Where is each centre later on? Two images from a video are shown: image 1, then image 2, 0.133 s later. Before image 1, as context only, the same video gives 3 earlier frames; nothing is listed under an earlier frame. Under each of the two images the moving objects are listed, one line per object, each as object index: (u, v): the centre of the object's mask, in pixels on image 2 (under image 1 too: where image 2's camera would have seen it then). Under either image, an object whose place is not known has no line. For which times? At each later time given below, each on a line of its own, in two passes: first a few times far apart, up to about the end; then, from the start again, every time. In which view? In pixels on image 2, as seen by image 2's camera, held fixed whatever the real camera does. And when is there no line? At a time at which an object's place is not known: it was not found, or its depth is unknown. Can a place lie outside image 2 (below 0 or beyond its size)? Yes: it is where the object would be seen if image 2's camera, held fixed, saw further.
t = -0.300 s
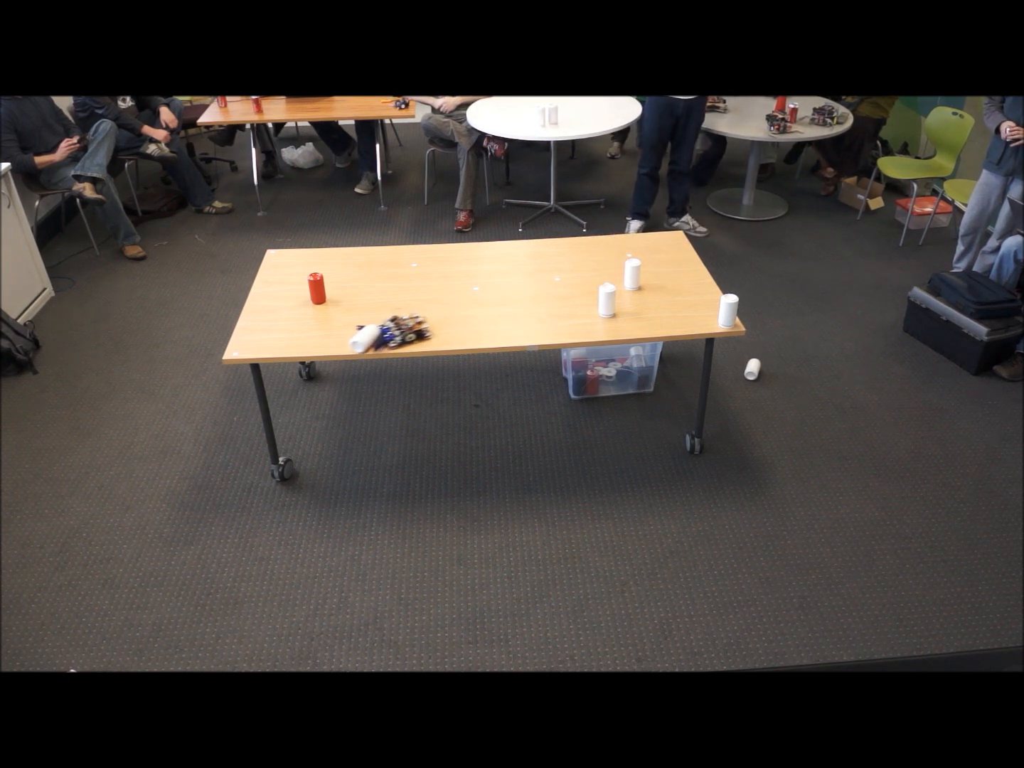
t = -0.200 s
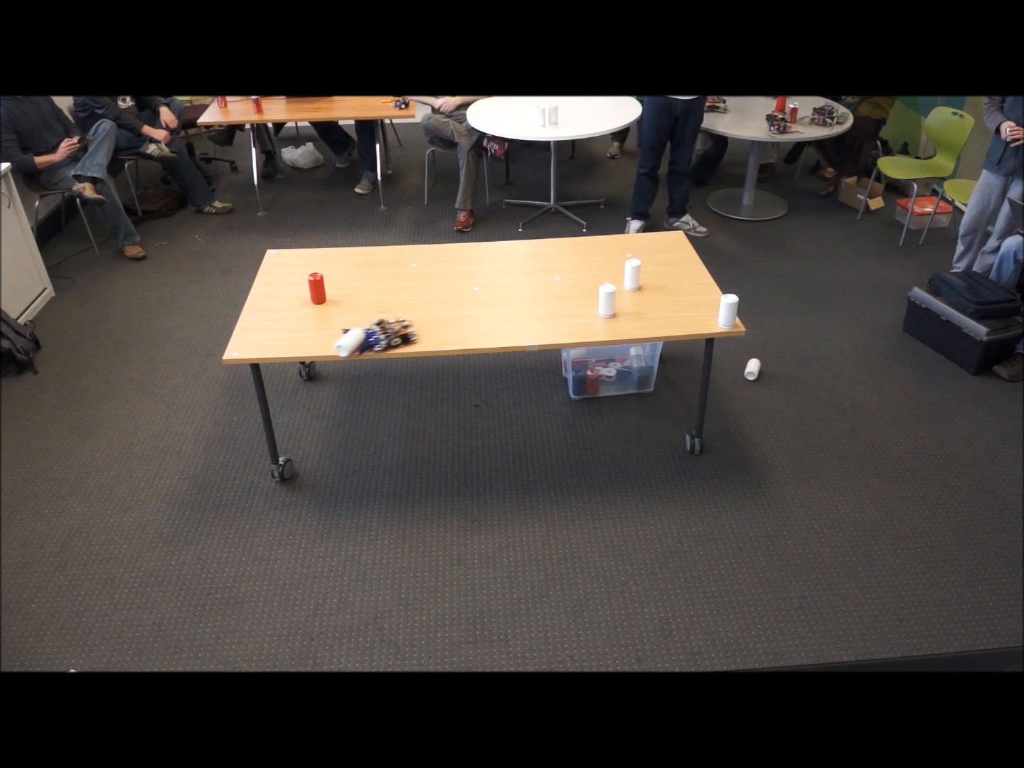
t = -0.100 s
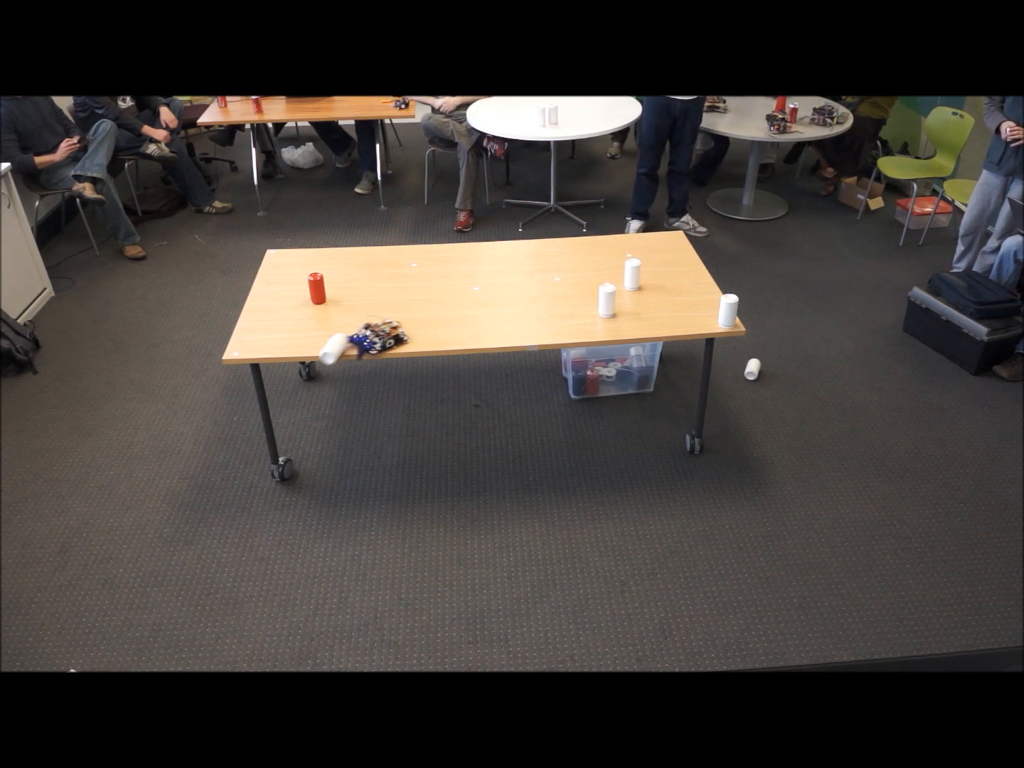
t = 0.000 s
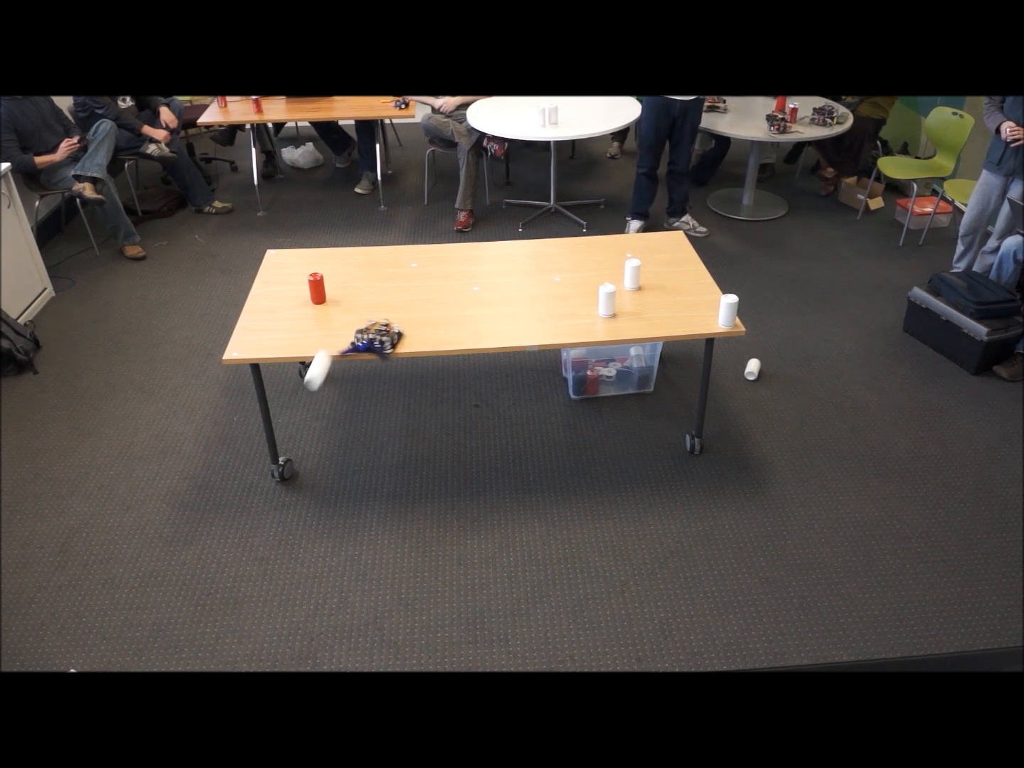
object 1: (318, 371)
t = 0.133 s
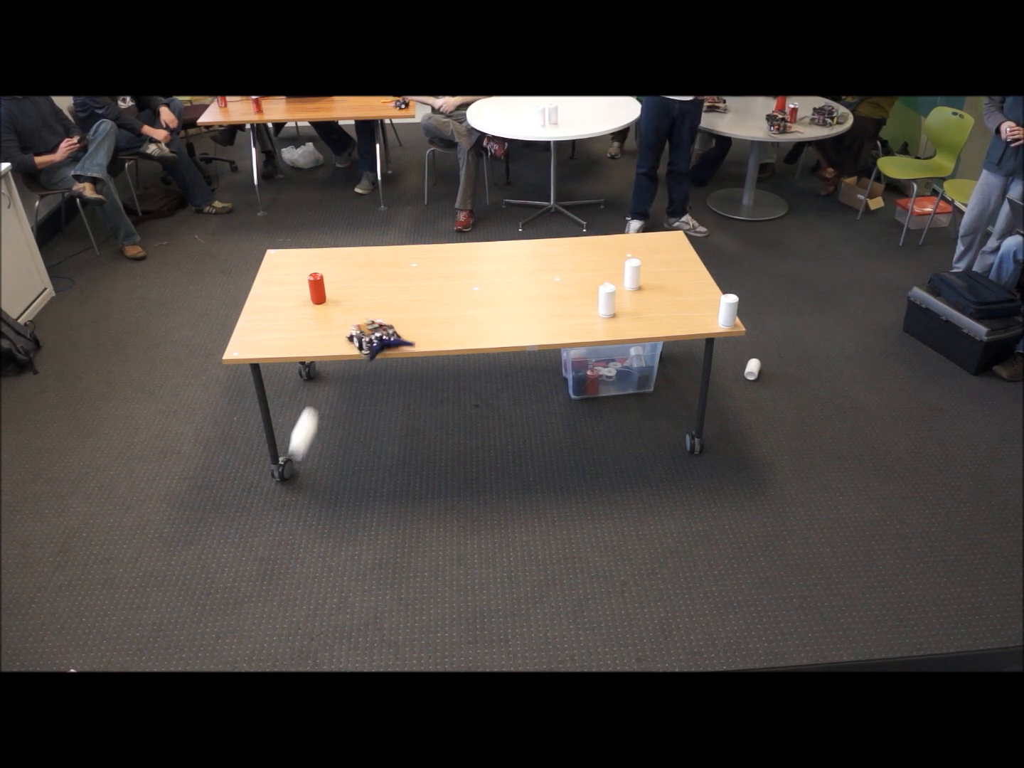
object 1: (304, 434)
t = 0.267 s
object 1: (296, 530)
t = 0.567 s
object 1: (319, 531)
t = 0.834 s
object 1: (341, 529)
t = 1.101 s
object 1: (348, 532)
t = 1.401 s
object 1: (354, 535)
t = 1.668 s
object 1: (357, 537)
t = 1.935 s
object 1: (357, 538)
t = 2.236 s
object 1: (357, 537)
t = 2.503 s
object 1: (356, 537)
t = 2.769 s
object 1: (356, 537)
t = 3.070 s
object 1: (356, 537)
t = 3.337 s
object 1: (356, 537)
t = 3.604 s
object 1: (356, 537)
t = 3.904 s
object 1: (356, 537)
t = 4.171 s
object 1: (356, 537)
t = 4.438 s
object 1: (356, 537)
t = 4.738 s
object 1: (356, 537)
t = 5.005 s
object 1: (356, 537)
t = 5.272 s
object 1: (356, 537)
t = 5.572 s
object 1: (356, 537)
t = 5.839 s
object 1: (356, 537)
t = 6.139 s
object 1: (356, 537)
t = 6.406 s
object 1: (356, 537)
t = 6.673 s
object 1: (356, 537)
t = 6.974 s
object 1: (356, 537)
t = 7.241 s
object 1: (356, 537)
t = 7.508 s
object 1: (357, 537)
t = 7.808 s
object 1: (357, 537)
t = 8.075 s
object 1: (357, 537)
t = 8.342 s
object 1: (356, 537)
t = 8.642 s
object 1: (357, 538)
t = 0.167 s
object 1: (301, 455)
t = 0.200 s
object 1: (299, 479)
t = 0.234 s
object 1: (298, 504)
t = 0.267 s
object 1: (296, 530)
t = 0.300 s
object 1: (296, 557)
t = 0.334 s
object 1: (295, 562)
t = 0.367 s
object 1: (297, 552)
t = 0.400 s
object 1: (300, 542)
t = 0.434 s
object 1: (303, 536)
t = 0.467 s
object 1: (307, 532)
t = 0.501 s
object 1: (310, 529)
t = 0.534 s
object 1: (315, 529)
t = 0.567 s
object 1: (319, 531)
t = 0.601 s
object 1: (323, 532)
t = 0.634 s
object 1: (325, 528)
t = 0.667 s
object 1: (327, 525)
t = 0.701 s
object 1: (330, 523)
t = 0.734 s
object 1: (334, 524)
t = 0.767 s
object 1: (337, 526)
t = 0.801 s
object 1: (340, 530)
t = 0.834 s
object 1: (341, 529)
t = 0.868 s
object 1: (342, 528)
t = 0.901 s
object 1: (342, 528)
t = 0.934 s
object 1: (343, 529)
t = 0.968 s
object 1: (343, 531)
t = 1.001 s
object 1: (345, 532)
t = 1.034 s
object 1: (346, 531)
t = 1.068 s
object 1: (347, 532)
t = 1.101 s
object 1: (348, 532)
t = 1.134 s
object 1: (349, 532)
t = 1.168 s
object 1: (350, 533)
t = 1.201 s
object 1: (351, 533)
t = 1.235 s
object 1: (351, 534)
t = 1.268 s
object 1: (352, 534)
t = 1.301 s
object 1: (352, 534)
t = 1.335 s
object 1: (353, 534)
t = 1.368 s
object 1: (354, 535)
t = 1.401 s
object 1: (354, 535)
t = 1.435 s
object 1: (354, 536)
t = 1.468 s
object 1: (355, 536)
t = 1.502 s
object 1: (355, 536)
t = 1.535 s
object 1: (356, 536)
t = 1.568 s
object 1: (356, 537)
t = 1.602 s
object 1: (356, 537)
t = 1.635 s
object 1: (357, 537)
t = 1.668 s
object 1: (357, 537)
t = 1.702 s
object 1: (357, 537)
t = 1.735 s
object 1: (357, 537)
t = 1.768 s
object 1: (357, 537)
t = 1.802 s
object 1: (357, 538)
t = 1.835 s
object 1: (357, 538)
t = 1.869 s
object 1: (357, 538)
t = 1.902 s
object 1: (358, 538)
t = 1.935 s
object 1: (357, 538)
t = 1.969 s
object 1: (357, 537)
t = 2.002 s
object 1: (357, 537)
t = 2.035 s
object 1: (357, 537)
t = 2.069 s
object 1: (357, 537)
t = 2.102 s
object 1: (357, 537)
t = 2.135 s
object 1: (357, 537)
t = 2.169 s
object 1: (357, 537)
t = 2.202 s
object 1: (357, 537)
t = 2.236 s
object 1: (357, 537)
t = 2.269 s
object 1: (357, 537)
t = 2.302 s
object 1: (357, 537)
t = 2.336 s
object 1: (356, 537)
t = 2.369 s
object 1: (356, 537)
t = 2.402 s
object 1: (356, 537)
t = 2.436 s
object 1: (356, 537)
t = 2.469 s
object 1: (356, 537)
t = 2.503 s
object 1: (356, 537)
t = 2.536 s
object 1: (356, 537)
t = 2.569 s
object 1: (356, 537)
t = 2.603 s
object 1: (356, 537)
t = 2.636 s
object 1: (356, 537)
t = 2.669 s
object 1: (356, 537)
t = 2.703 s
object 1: (356, 537)
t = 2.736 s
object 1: (356, 537)
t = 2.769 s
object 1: (356, 537)
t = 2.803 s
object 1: (356, 537)
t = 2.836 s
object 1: (356, 537)
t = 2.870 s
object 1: (356, 537)
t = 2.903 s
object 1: (356, 537)
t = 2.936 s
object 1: (356, 537)
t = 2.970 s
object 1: (356, 537)
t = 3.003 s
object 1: (356, 537)
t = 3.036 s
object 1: (356, 537)
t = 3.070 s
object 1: (356, 537)
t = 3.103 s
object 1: (356, 537)
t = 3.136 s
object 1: (356, 537)
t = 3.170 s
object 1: (356, 537)
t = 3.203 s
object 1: (356, 537)
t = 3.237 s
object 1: (356, 537)
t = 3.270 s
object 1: (356, 537)
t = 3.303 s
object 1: (356, 537)
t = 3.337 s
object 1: (356, 537)
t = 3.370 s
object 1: (356, 537)
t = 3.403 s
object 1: (356, 537)
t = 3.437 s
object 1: (356, 537)
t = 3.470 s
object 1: (356, 537)
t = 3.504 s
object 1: (356, 537)
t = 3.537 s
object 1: (356, 537)
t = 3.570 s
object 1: (356, 537)
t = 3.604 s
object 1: (356, 537)
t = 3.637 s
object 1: (356, 537)
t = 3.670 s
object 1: (356, 537)
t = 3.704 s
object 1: (356, 537)
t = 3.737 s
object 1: (356, 537)
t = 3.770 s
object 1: (356, 537)
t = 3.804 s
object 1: (356, 537)
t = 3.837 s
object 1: (356, 537)
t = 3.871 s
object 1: (356, 537)
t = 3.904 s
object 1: (356, 537)
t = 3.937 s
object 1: (356, 537)
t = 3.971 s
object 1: (356, 537)
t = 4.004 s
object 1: (356, 537)
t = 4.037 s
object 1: (356, 537)
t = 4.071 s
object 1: (356, 537)
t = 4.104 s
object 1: (356, 537)
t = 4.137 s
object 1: (356, 537)
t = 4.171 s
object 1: (356, 537)
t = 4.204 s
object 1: (356, 537)
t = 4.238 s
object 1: (356, 537)
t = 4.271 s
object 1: (356, 537)
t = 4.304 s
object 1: (356, 537)
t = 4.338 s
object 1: (356, 537)
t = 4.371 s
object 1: (356, 537)
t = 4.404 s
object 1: (356, 537)
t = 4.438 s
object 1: (356, 537)
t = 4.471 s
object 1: (356, 537)
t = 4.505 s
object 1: (356, 537)
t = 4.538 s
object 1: (356, 537)
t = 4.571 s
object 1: (356, 537)
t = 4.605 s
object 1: (356, 537)
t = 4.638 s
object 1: (356, 537)
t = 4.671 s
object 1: (356, 537)
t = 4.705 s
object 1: (356, 537)
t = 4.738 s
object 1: (356, 537)
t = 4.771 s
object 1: (356, 537)
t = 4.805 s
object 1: (356, 537)
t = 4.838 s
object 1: (356, 537)
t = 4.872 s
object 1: (356, 537)
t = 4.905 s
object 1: (356, 537)
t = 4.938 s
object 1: (356, 537)
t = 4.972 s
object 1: (356, 537)
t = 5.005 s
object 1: (356, 537)
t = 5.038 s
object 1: (356, 537)
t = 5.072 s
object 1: (356, 537)
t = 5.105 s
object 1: (356, 537)
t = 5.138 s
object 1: (356, 537)
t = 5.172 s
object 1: (356, 537)
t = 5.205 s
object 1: (356, 537)
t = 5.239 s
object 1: (356, 537)
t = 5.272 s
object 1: (356, 537)
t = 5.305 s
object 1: (356, 537)
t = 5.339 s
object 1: (356, 537)
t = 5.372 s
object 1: (356, 537)
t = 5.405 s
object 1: (356, 537)
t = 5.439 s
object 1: (356, 537)
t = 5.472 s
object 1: (356, 537)
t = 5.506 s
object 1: (356, 537)
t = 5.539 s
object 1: (356, 537)
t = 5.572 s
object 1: (356, 537)
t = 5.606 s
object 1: (356, 537)
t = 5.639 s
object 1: (356, 537)
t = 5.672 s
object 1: (356, 537)
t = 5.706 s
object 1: (356, 537)
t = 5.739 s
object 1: (356, 537)
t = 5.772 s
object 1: (356, 537)
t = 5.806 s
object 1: (356, 537)
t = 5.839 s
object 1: (356, 537)
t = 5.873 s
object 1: (356, 537)
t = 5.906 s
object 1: (356, 537)
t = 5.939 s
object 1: (356, 537)
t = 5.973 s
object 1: (356, 537)
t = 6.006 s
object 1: (356, 537)
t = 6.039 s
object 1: (356, 537)
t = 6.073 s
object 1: (356, 537)
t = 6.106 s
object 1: (356, 537)
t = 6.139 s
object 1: (356, 537)
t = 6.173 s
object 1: (356, 537)
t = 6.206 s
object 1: (356, 537)
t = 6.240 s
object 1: (356, 537)
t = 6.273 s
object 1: (356, 537)
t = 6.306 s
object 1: (356, 537)
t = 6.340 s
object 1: (356, 537)
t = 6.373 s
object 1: (356, 537)
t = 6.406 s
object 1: (356, 537)
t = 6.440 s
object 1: (356, 537)
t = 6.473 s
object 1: (356, 537)
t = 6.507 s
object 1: (356, 537)
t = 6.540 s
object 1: (356, 537)
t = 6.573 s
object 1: (356, 537)
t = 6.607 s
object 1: (356, 537)
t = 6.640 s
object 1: (356, 537)
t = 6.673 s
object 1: (356, 537)
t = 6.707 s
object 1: (356, 537)
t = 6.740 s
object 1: (356, 537)
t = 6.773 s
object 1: (356, 537)
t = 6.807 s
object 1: (356, 537)
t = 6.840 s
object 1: (356, 537)
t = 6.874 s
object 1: (356, 537)
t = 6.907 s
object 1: (356, 537)
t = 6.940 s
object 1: (356, 537)
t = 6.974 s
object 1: (356, 537)
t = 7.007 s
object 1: (356, 537)
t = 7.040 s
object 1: (356, 537)
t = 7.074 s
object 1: (356, 537)
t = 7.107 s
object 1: (356, 537)
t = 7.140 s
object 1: (356, 537)
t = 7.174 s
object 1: (356, 537)
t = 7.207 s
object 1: (356, 537)
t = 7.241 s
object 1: (356, 537)
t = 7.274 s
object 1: (356, 537)
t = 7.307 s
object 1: (356, 537)
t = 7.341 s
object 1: (356, 537)
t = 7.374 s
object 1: (356, 537)
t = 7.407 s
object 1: (357, 537)
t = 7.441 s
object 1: (356, 537)
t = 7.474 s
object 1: (357, 537)
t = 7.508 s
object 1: (357, 537)
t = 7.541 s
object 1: (357, 537)
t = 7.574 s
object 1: (357, 537)
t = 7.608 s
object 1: (357, 537)
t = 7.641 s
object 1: (357, 537)
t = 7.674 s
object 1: (357, 537)
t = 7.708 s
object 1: (357, 537)
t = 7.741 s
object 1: (356, 537)
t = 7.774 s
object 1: (357, 537)
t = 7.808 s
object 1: (357, 537)
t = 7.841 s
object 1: (357, 537)
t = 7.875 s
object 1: (356, 537)
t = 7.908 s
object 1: (357, 537)
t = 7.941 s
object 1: (357, 537)
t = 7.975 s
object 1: (357, 537)
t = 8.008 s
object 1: (357, 537)
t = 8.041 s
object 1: (357, 537)
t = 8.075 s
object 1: (357, 537)
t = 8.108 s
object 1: (357, 537)
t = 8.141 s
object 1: (357, 537)
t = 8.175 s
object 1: (357, 537)
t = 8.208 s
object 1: (357, 537)
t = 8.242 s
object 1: (357, 537)
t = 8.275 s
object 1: (357, 537)
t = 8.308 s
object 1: (357, 538)
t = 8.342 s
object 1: (356, 537)
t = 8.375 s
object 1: (356, 538)
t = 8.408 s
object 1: (356, 537)
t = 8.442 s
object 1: (356, 537)
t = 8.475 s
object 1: (356, 538)
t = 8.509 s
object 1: (356, 538)
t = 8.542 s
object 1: (356, 538)
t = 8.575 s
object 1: (356, 537)
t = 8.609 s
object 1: (356, 537)
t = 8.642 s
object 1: (357, 538)
